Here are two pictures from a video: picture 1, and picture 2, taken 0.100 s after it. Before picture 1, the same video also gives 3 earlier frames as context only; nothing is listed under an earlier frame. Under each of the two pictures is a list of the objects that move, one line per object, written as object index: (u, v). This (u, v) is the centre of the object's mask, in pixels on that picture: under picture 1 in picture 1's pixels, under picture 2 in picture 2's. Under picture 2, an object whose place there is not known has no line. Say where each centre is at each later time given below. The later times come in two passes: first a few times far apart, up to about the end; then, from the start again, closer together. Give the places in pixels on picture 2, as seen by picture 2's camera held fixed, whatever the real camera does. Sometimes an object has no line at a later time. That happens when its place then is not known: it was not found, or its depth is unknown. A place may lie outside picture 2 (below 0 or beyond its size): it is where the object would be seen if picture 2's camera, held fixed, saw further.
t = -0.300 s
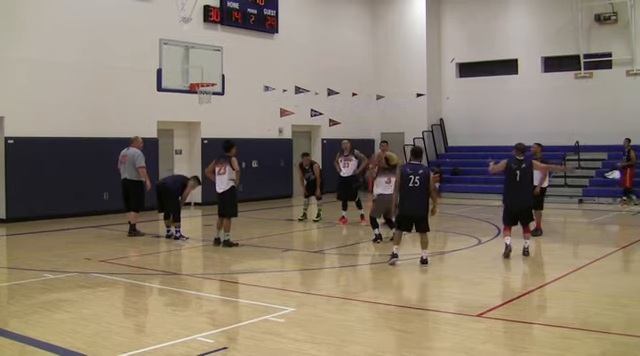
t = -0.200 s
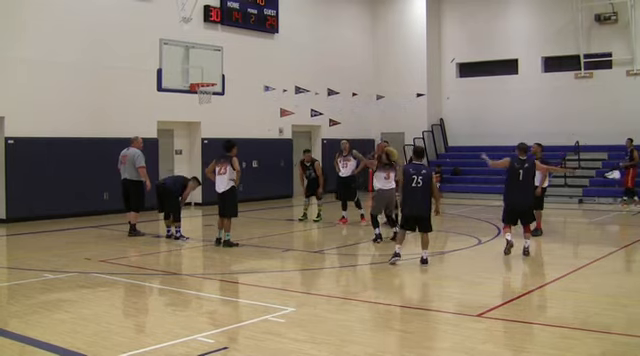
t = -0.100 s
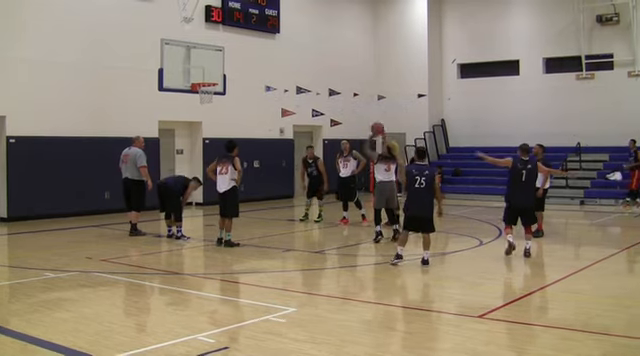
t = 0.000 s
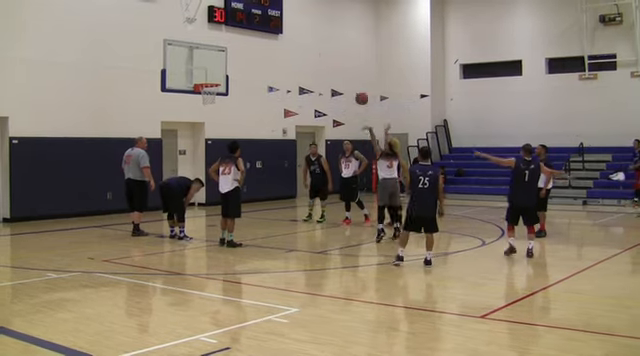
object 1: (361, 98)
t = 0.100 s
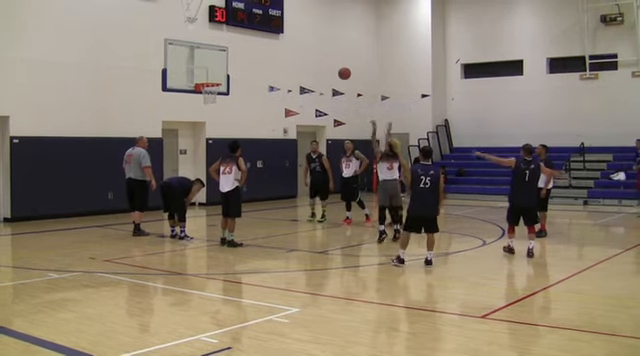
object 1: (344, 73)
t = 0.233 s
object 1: (321, 49)
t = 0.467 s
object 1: (283, 32)
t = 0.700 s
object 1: (247, 42)
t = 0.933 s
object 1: (216, 75)
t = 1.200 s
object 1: (199, 102)
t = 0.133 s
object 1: (338, 66)
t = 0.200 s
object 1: (326, 54)
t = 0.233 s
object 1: (321, 49)
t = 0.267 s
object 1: (315, 45)
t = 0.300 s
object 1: (310, 42)
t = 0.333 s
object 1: (304, 38)
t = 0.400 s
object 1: (293, 34)
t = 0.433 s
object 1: (288, 33)
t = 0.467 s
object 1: (283, 32)
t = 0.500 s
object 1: (277, 32)
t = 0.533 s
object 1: (273, 32)
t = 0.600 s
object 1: (262, 34)
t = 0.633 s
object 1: (257, 36)
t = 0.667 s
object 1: (252, 39)
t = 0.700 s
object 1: (247, 42)
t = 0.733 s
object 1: (243, 45)
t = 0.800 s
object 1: (233, 53)
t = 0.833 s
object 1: (229, 58)
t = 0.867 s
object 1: (224, 63)
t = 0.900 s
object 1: (220, 69)
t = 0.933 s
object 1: (216, 75)
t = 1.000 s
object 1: (209, 89)
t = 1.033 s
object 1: (204, 94)
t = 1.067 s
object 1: (203, 95)
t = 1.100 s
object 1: (202, 96)
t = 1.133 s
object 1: (200, 97)
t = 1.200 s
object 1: (199, 102)
